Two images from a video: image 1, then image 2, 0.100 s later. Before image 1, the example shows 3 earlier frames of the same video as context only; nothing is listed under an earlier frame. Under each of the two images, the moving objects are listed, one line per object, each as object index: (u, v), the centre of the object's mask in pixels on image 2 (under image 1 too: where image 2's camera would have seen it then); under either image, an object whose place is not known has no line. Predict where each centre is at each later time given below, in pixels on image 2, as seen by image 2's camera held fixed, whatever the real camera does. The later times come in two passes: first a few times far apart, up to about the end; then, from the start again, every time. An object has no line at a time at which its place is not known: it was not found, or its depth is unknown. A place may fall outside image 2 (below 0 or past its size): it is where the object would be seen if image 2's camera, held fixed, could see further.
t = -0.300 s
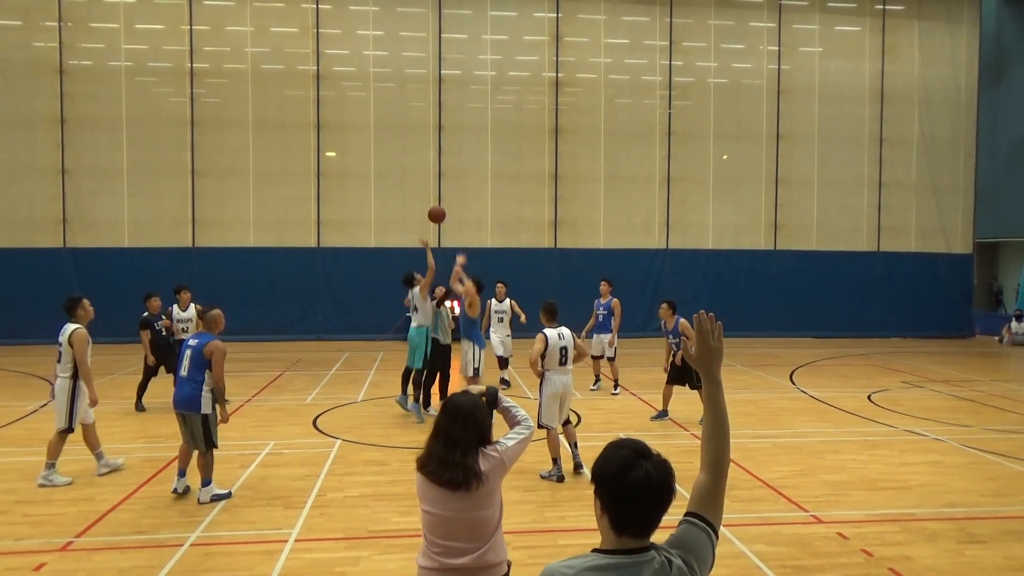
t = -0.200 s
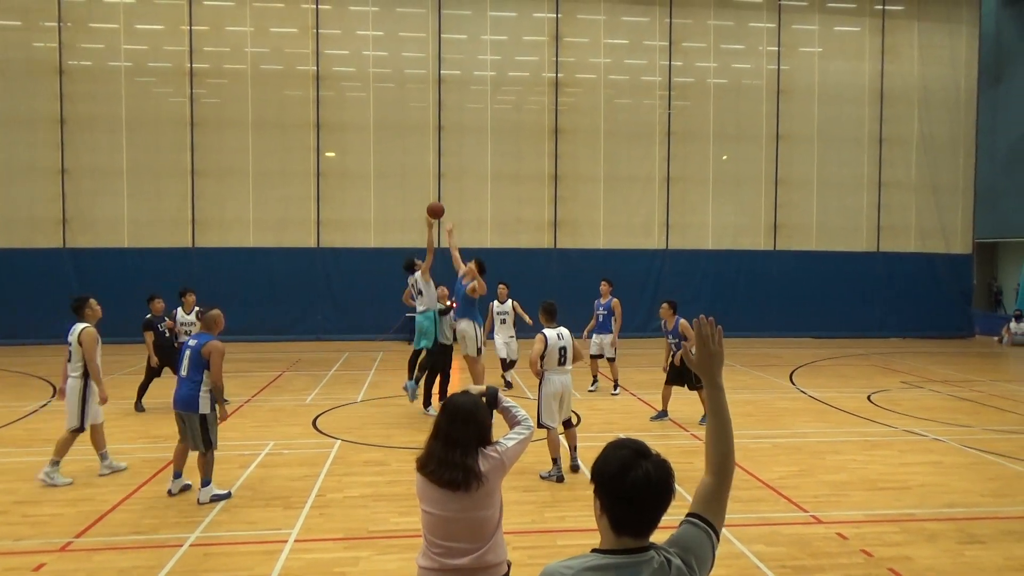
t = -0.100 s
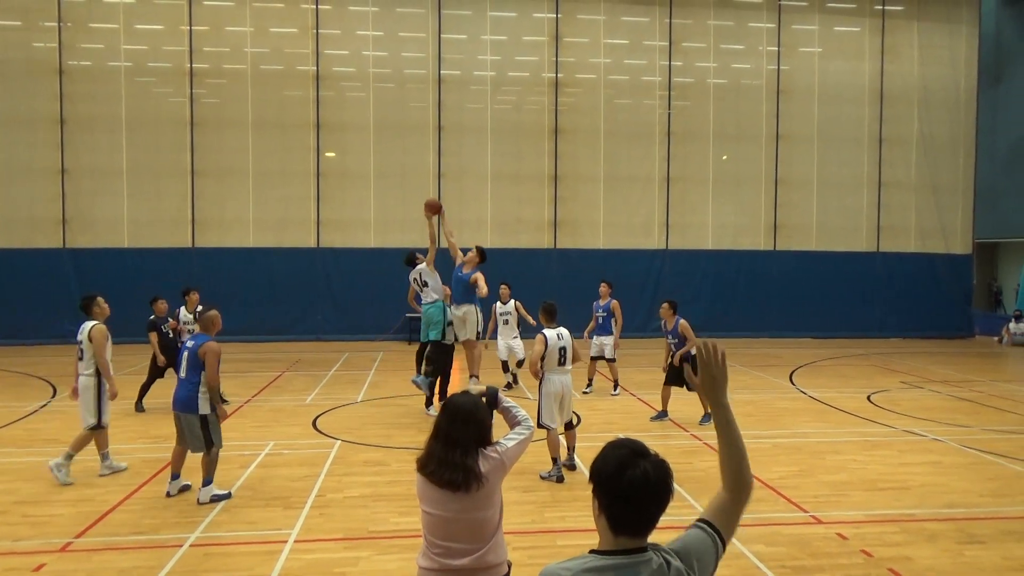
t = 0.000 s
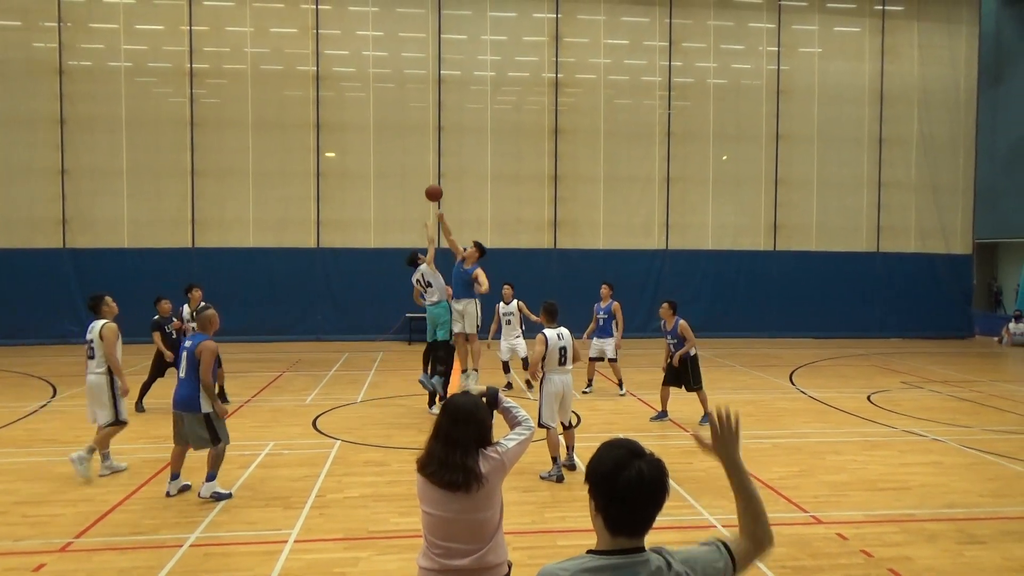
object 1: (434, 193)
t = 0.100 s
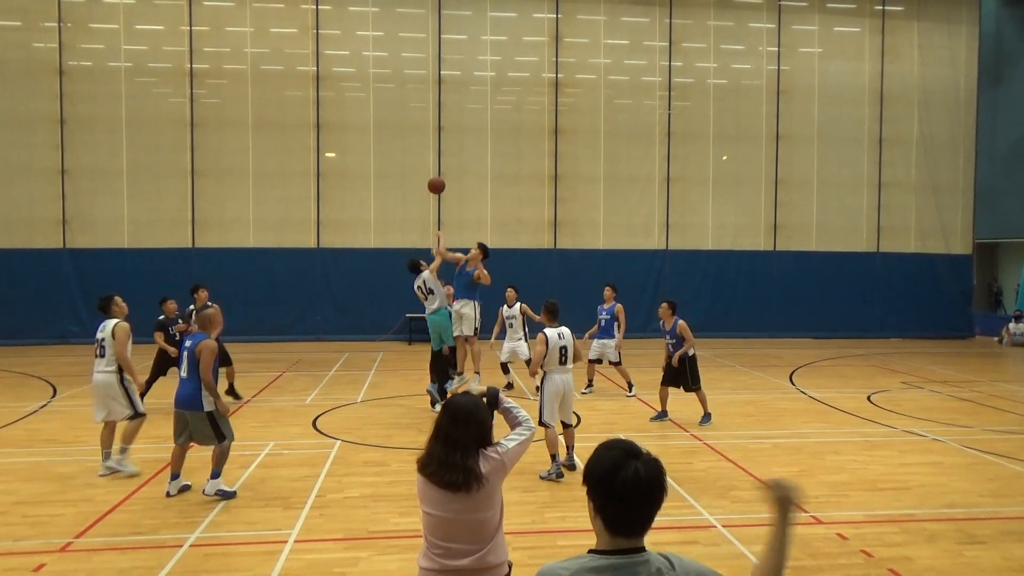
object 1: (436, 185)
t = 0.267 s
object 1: (440, 189)
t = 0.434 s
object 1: (444, 211)
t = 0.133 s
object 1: (437, 185)
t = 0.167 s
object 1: (438, 185)
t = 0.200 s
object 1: (439, 185)
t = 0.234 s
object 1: (439, 187)
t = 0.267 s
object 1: (440, 189)
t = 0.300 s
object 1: (441, 192)
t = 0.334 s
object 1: (442, 195)
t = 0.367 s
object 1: (443, 200)
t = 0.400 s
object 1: (444, 205)
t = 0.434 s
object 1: (444, 211)
